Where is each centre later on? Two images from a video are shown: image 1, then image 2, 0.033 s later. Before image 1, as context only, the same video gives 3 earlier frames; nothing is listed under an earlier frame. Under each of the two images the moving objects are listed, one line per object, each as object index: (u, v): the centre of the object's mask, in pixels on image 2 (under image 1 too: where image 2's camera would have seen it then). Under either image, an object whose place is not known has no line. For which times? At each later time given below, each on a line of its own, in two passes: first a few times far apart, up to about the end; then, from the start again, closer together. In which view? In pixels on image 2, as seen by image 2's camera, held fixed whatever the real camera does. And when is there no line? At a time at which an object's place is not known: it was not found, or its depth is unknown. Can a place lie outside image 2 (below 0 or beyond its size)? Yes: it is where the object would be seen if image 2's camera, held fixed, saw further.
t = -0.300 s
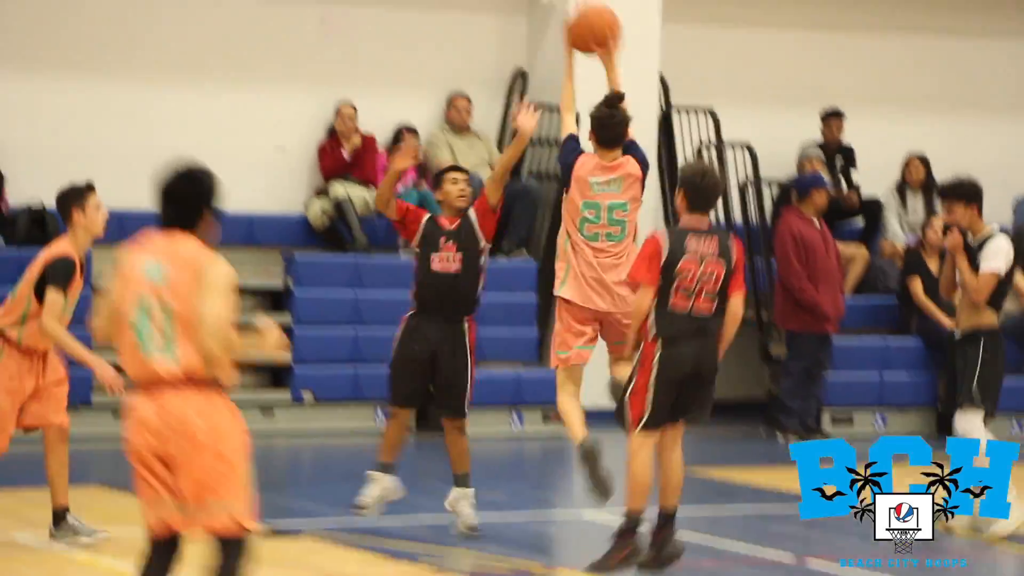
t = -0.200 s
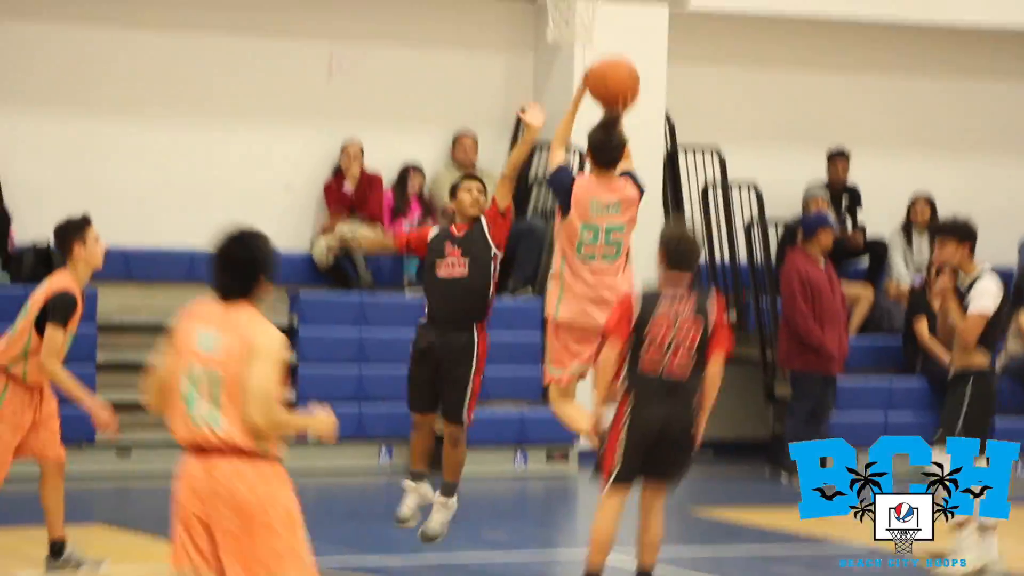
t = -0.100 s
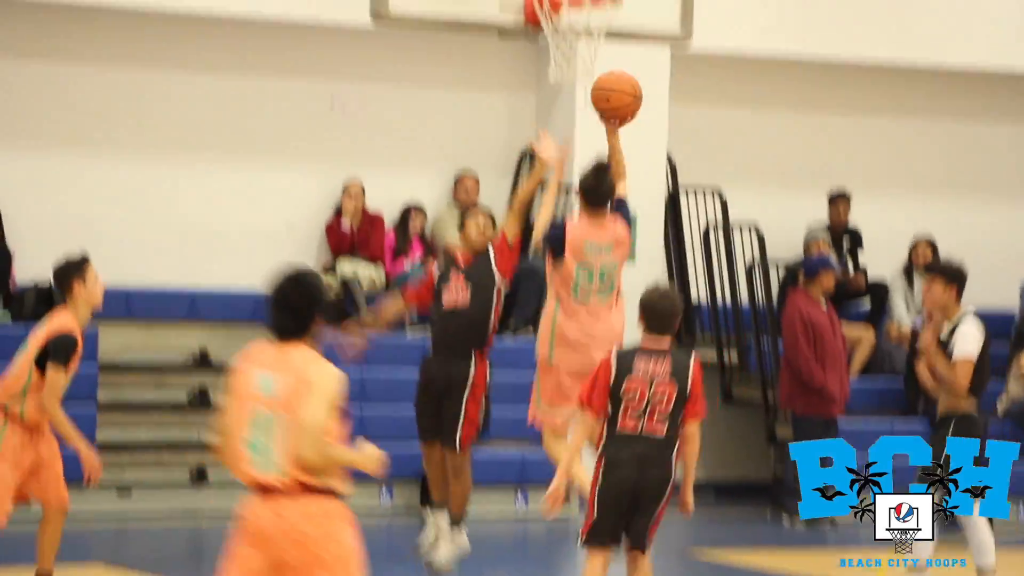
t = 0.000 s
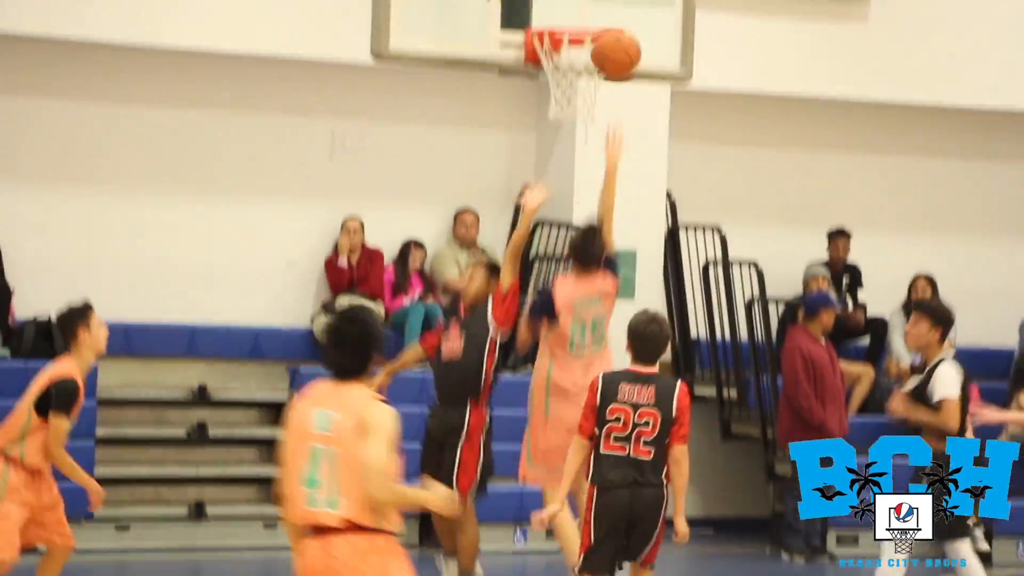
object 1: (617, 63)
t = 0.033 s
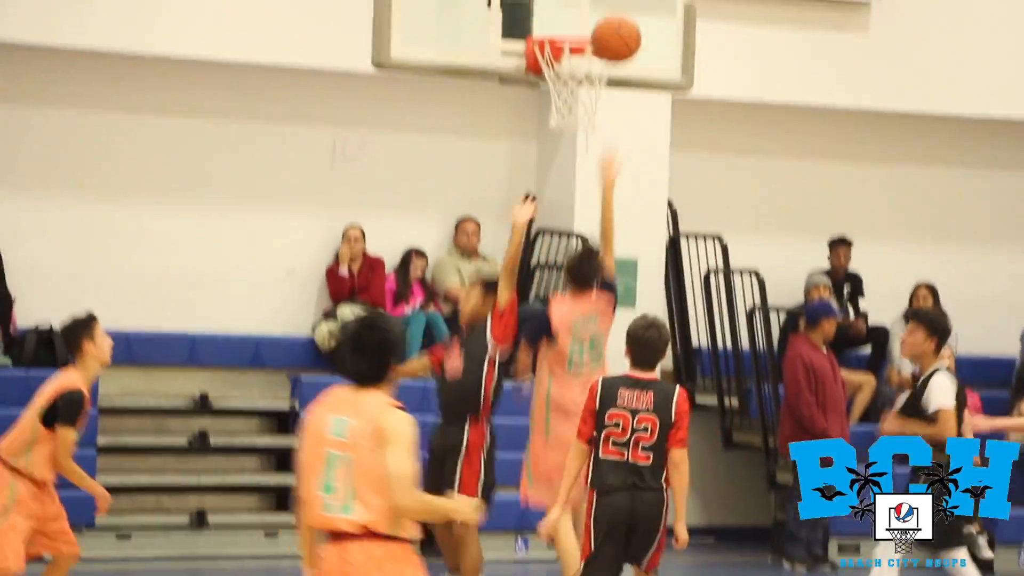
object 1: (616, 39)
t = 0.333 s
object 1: (607, -43)
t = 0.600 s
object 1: (594, 0)
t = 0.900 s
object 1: (548, 184)
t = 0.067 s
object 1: (616, 17)
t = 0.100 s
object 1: (615, 2)
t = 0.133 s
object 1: (614, -9)
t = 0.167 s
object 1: (613, -18)
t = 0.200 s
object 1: (611, -25)
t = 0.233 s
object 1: (611, -29)
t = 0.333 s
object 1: (607, -43)
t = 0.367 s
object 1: (606, -47)
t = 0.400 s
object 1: (604, -48)
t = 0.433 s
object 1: (603, -50)
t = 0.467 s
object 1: (601, -49)
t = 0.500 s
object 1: (600, -41)
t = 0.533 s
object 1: (598, -30)
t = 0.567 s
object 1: (596, -17)
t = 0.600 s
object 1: (594, 0)
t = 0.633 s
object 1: (592, 16)
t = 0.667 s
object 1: (590, 33)
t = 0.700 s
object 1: (587, 59)
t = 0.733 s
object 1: (578, 75)
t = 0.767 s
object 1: (573, 96)
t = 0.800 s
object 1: (569, 115)
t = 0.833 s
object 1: (559, 136)
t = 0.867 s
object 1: (554, 158)
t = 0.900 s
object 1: (548, 184)
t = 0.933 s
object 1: (541, 210)
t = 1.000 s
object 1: (527, 274)
